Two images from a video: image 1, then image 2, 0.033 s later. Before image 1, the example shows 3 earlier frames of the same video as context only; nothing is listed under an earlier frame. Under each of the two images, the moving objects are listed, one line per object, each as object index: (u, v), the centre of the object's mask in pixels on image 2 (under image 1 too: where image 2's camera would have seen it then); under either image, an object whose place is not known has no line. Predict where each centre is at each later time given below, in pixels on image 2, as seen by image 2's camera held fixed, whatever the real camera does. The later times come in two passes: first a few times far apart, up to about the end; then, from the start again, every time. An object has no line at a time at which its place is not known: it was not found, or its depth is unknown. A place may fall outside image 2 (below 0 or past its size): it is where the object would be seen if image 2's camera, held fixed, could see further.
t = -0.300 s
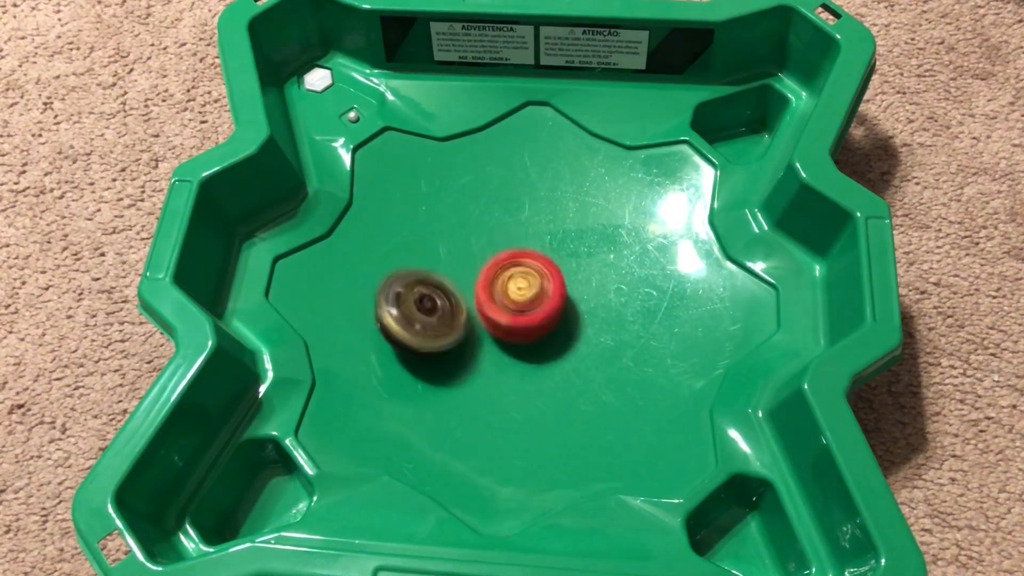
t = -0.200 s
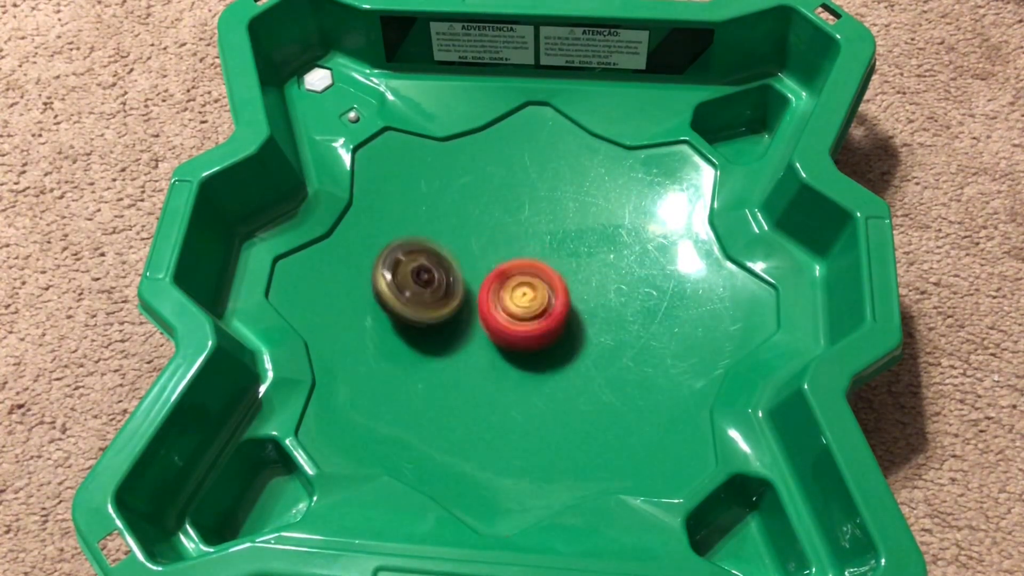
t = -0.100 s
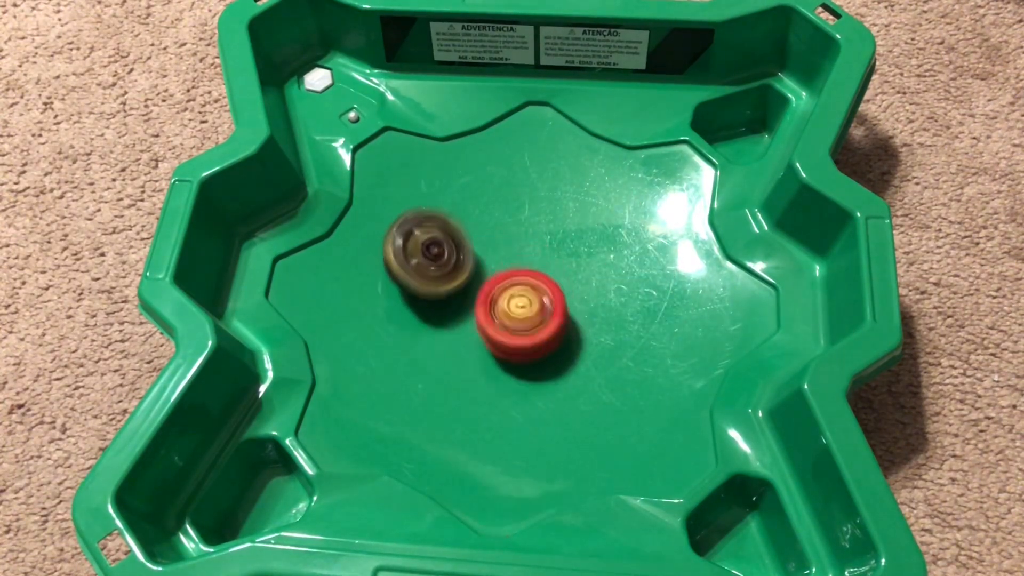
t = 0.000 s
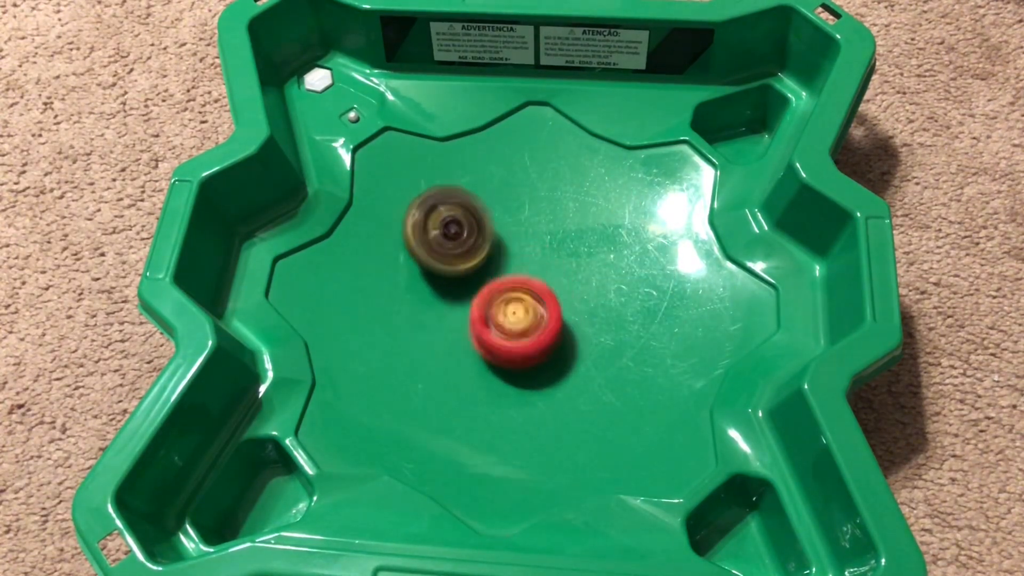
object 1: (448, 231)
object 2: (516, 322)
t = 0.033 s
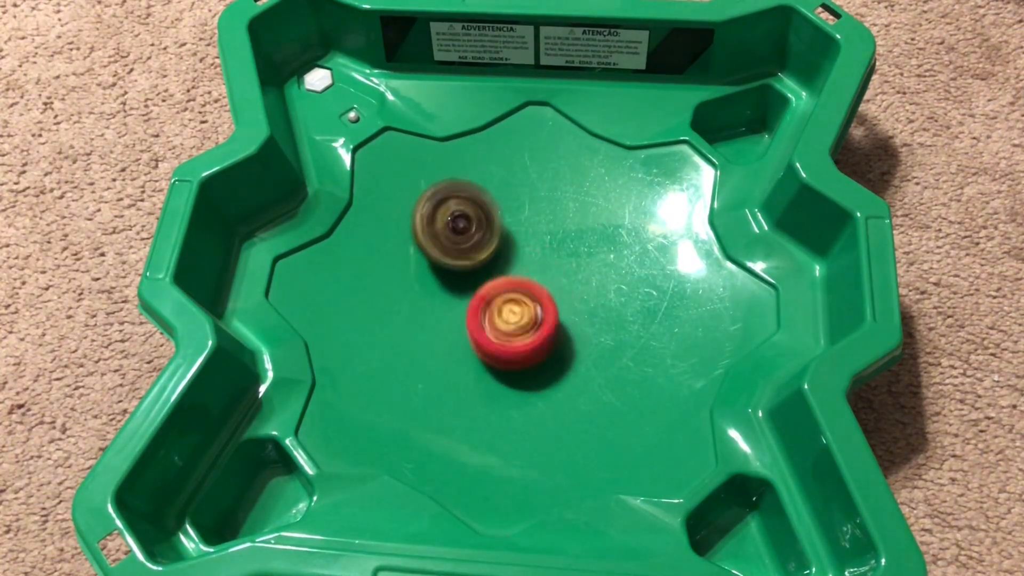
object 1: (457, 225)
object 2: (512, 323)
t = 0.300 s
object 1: (537, 216)
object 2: (504, 313)
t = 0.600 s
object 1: (617, 269)
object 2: (489, 310)
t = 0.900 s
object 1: (594, 359)
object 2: (483, 303)
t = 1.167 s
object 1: (503, 393)
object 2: (522, 307)
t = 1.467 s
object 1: (429, 343)
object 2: (539, 324)
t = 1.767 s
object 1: (458, 246)
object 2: (526, 313)
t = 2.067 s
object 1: (546, 206)
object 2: (525, 301)
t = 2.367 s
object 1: (600, 270)
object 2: (513, 314)
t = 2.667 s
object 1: (626, 332)
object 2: (474, 307)
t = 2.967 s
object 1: (534, 367)
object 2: (501, 288)
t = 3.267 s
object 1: (466, 355)
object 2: (539, 286)
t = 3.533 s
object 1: (452, 310)
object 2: (558, 303)
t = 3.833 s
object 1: (482, 268)
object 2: (588, 351)
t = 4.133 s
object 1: (527, 257)
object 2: (534, 380)
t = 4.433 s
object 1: (543, 271)
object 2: (458, 350)
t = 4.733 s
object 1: (588, 240)
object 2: (401, 354)
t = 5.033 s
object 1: (574, 256)
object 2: (449, 340)
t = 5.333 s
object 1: (580, 259)
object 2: (460, 301)
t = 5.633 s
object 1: (592, 271)
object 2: (464, 259)
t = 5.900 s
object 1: (588, 285)
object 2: (434, 266)
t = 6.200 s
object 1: (561, 285)
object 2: (448, 301)
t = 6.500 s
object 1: (564, 284)
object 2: (470, 329)
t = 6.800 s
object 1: (563, 277)
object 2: (477, 353)
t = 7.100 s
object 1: (564, 263)
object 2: (507, 341)
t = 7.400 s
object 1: (573, 268)
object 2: (498, 336)
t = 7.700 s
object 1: (566, 260)
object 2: (478, 326)
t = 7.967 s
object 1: (553, 260)
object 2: (456, 341)
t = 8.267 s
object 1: (527, 256)
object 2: (478, 340)
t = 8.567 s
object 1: (539, 252)
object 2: (504, 340)
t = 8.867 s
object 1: (555, 238)
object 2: (518, 344)
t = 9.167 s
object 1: (540, 253)
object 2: (527, 338)
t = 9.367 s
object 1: (510, 256)
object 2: (544, 353)
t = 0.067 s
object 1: (466, 220)
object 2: (510, 323)
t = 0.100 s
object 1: (476, 216)
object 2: (509, 323)
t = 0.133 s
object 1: (486, 213)
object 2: (508, 322)
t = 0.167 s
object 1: (496, 211)
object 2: (506, 321)
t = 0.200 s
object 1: (506, 211)
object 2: (505, 320)
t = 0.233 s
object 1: (517, 211)
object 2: (504, 318)
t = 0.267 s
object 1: (527, 213)
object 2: (504, 316)
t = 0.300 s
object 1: (537, 216)
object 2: (504, 313)
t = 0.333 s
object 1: (547, 219)
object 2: (505, 311)
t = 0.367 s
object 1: (557, 224)
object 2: (507, 308)
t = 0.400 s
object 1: (566, 229)
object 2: (510, 305)
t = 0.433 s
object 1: (575, 234)
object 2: (513, 303)
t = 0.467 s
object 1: (588, 238)
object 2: (509, 305)
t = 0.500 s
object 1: (599, 245)
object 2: (504, 308)
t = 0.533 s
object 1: (607, 252)
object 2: (498, 309)
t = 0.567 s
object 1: (613, 259)
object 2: (494, 310)
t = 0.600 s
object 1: (617, 269)
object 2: (489, 310)
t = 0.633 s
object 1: (619, 280)
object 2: (485, 310)
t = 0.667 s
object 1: (621, 290)
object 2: (481, 311)
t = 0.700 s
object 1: (621, 301)
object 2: (478, 311)
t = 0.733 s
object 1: (621, 311)
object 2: (476, 309)
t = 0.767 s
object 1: (618, 322)
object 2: (476, 307)
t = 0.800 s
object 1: (615, 331)
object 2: (478, 306)
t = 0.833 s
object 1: (609, 340)
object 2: (479, 305)
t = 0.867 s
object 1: (602, 350)
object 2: (481, 304)
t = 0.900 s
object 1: (594, 359)
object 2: (483, 303)
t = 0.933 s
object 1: (585, 366)
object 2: (487, 302)
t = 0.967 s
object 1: (574, 373)
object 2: (492, 302)
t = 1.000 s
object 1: (563, 379)
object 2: (498, 302)
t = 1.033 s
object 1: (552, 382)
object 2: (502, 303)
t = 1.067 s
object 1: (539, 387)
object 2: (506, 305)
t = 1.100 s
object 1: (526, 388)
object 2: (511, 306)
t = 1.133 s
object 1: (515, 390)
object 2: (517, 306)
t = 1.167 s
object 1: (503, 393)
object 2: (522, 307)
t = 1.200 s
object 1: (491, 395)
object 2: (527, 310)
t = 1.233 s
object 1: (481, 391)
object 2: (530, 312)
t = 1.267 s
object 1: (470, 389)
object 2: (532, 315)
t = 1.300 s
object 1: (460, 384)
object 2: (534, 316)
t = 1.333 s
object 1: (451, 378)
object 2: (536, 318)
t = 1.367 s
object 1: (444, 371)
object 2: (538, 320)
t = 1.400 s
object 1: (438, 362)
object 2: (539, 321)
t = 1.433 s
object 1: (433, 353)
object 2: (539, 323)
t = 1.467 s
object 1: (429, 343)
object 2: (539, 324)
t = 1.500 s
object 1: (428, 333)
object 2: (538, 324)
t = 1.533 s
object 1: (427, 321)
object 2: (539, 324)
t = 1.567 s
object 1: (427, 310)
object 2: (538, 324)
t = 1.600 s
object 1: (430, 299)
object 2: (536, 324)
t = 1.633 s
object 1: (433, 288)
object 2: (533, 322)
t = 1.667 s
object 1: (438, 277)
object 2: (531, 320)
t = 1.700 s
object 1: (444, 266)
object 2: (530, 318)
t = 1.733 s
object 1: (450, 255)
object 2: (529, 316)
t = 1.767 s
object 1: (458, 246)
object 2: (526, 313)
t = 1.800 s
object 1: (466, 237)
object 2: (524, 310)
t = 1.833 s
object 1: (476, 228)
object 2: (522, 306)
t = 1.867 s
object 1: (486, 221)
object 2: (522, 303)
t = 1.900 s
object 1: (496, 215)
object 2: (522, 300)
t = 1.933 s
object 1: (507, 211)
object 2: (521, 299)
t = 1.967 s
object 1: (516, 208)
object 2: (522, 297)
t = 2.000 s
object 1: (527, 206)
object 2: (523, 298)
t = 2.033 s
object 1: (536, 205)
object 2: (524, 299)
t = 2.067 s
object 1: (546, 206)
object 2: (525, 301)
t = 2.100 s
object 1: (554, 209)
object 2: (524, 304)
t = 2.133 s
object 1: (562, 214)
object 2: (523, 305)
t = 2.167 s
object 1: (570, 219)
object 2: (522, 307)
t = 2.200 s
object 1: (577, 225)
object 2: (522, 309)
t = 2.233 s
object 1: (583, 231)
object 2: (520, 311)
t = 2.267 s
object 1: (588, 240)
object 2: (518, 312)
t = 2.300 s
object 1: (594, 249)
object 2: (517, 313)
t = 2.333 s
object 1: (597, 259)
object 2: (515, 313)
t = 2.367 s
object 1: (600, 270)
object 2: (513, 314)
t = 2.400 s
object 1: (605, 279)
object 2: (508, 314)
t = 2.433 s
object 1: (623, 286)
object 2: (496, 319)
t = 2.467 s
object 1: (635, 291)
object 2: (487, 321)
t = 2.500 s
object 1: (639, 298)
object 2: (481, 321)
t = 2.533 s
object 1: (640, 303)
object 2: (477, 318)
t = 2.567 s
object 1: (638, 313)
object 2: (476, 316)
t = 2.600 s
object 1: (637, 318)
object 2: (475, 313)
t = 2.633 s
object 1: (632, 326)
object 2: (473, 311)
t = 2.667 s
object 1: (626, 332)
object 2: (474, 307)
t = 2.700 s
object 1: (618, 339)
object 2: (476, 304)
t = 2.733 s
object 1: (610, 343)
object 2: (478, 302)
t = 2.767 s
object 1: (599, 349)
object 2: (482, 299)
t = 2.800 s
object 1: (586, 354)
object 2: (488, 297)
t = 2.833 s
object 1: (572, 357)
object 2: (495, 296)
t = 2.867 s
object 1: (557, 360)
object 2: (499, 296)
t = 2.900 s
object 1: (552, 364)
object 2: (498, 292)
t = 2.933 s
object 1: (544, 366)
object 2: (500, 291)
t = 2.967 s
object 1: (534, 367)
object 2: (501, 288)
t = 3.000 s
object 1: (526, 366)
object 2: (504, 285)
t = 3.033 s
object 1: (518, 371)
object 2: (509, 282)
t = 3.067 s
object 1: (509, 374)
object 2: (512, 281)
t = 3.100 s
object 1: (501, 374)
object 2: (516, 280)
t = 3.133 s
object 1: (495, 370)
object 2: (522, 281)
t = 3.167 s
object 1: (488, 366)
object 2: (525, 282)
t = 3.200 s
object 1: (482, 360)
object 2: (530, 284)
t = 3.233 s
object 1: (476, 356)
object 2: (534, 288)
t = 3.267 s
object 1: (466, 355)
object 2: (539, 286)
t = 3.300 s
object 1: (457, 355)
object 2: (545, 286)
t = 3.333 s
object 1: (452, 350)
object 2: (548, 287)
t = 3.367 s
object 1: (448, 344)
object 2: (553, 288)
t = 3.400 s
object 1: (448, 337)
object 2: (557, 291)
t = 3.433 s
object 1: (447, 331)
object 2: (559, 293)
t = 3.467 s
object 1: (448, 323)
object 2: (560, 296)
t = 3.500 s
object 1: (450, 316)
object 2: (559, 300)
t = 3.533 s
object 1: (452, 310)
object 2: (558, 303)
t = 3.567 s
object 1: (457, 303)
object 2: (556, 306)
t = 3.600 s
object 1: (458, 296)
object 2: (555, 308)
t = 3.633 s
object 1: (452, 289)
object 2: (568, 312)
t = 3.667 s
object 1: (451, 283)
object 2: (576, 319)
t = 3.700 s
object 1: (455, 277)
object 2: (585, 325)
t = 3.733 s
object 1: (460, 275)
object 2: (591, 334)
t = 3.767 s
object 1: (468, 272)
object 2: (592, 340)
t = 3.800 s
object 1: (475, 269)
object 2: (593, 346)
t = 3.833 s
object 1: (482, 268)
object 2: (588, 351)
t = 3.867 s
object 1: (490, 268)
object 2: (584, 354)
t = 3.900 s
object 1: (497, 268)
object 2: (578, 357)
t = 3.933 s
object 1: (505, 270)
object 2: (571, 356)
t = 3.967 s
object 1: (512, 273)
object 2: (564, 354)
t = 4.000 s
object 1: (517, 269)
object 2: (558, 356)
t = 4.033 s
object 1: (518, 257)
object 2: (557, 364)
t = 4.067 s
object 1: (520, 255)
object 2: (550, 372)
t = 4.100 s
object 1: (524, 255)
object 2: (542, 377)
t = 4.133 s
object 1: (527, 257)
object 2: (534, 380)
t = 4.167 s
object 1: (530, 263)
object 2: (527, 379)
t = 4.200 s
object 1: (531, 266)
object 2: (519, 377)
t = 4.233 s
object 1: (532, 269)
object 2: (512, 372)
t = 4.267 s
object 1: (534, 275)
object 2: (506, 367)
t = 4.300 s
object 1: (537, 273)
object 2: (498, 363)
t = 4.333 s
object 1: (540, 268)
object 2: (486, 366)
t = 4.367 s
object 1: (545, 266)
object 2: (475, 363)
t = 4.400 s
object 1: (546, 267)
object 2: (466, 359)
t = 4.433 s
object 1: (543, 271)
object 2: (458, 350)
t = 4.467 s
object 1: (540, 273)
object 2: (455, 341)
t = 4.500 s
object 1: (539, 273)
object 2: (456, 330)
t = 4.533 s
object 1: (550, 269)
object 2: (451, 328)
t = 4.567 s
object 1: (565, 256)
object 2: (437, 334)
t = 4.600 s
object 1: (575, 249)
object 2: (426, 340)
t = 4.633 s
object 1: (585, 244)
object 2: (421, 344)
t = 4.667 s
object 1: (588, 241)
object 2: (413, 346)
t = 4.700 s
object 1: (588, 242)
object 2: (407, 351)
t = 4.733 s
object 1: (588, 240)
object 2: (401, 354)
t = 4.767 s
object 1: (587, 240)
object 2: (397, 355)
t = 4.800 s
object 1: (589, 241)
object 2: (398, 355)
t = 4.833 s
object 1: (589, 241)
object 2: (399, 355)
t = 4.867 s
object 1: (587, 244)
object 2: (404, 354)
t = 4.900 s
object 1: (585, 246)
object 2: (408, 351)
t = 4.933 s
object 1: (583, 248)
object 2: (417, 349)
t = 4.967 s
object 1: (580, 250)
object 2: (430, 345)
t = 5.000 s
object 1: (578, 252)
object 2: (439, 342)
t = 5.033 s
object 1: (574, 256)
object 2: (449, 340)
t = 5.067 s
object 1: (568, 258)
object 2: (461, 334)
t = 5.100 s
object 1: (563, 261)
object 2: (470, 330)
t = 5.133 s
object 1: (558, 262)
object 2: (481, 324)
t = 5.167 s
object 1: (563, 260)
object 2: (480, 322)
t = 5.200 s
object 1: (563, 261)
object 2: (483, 319)
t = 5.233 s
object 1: (566, 261)
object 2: (482, 314)
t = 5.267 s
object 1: (575, 258)
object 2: (475, 313)
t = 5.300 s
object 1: (580, 257)
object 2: (468, 306)
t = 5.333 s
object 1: (580, 259)
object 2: (460, 301)
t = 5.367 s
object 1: (579, 258)
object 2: (456, 291)
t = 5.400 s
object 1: (578, 259)
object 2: (453, 284)
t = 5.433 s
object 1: (578, 259)
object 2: (455, 277)
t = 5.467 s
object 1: (577, 260)
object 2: (456, 271)
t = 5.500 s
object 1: (577, 261)
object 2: (461, 266)
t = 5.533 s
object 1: (575, 262)
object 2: (466, 262)
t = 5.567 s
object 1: (574, 264)
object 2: (473, 261)
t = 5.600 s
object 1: (575, 266)
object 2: (476, 259)
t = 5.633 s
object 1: (592, 271)
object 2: (464, 259)
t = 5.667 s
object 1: (603, 275)
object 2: (458, 259)
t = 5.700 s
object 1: (607, 280)
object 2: (449, 259)
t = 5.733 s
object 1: (605, 283)
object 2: (441, 259)
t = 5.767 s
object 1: (602, 282)
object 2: (438, 259)
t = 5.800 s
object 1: (599, 283)
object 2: (434, 259)
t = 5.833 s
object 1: (596, 283)
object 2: (433, 262)
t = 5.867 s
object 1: (593, 285)
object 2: (434, 263)
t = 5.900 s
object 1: (588, 285)
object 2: (434, 266)
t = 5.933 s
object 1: (582, 286)
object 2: (438, 269)
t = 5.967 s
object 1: (576, 286)
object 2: (440, 271)
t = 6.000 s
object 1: (569, 286)
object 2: (445, 277)
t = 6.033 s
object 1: (562, 284)
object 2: (453, 282)
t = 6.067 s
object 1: (553, 283)
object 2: (457, 286)
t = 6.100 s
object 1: (559, 285)
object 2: (451, 290)
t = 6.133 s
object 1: (562, 285)
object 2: (450, 292)
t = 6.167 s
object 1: (563, 286)
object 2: (448, 296)
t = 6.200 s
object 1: (561, 285)
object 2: (448, 301)
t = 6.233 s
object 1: (558, 283)
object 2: (449, 304)
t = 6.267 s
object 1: (557, 281)
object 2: (450, 308)
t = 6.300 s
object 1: (559, 280)
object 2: (455, 312)
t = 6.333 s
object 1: (560, 280)
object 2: (457, 314)
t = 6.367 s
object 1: (560, 281)
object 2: (461, 318)
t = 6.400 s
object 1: (559, 281)
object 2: (468, 320)
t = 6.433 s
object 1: (562, 279)
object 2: (466, 324)
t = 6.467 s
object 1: (565, 281)
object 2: (468, 328)
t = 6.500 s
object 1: (564, 284)
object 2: (470, 329)
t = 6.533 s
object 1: (562, 284)
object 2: (473, 332)
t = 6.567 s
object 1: (558, 282)
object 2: (477, 336)
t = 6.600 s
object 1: (565, 278)
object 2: (475, 340)
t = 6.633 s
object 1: (573, 279)
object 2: (473, 344)
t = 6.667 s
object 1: (576, 281)
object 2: (474, 348)
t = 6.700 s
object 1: (571, 283)
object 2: (473, 349)
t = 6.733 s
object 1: (566, 284)
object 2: (473, 352)
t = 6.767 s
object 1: (563, 282)
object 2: (476, 353)
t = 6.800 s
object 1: (563, 277)
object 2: (477, 353)
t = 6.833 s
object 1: (563, 275)
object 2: (480, 353)
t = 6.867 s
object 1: (564, 276)
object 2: (486, 350)
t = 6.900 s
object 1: (565, 277)
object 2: (488, 348)
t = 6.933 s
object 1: (562, 276)
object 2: (492, 347)
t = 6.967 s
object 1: (561, 275)
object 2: (498, 343)
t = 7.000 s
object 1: (565, 273)
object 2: (500, 344)
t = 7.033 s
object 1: (563, 266)
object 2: (502, 343)
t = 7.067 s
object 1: (561, 262)
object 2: (506, 341)
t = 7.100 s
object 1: (564, 263)
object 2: (507, 341)
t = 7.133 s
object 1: (565, 263)
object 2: (510, 340)
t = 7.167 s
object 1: (568, 263)
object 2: (510, 339)
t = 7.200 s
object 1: (570, 262)
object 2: (508, 341)
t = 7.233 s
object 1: (571, 264)
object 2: (506, 342)
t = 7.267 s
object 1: (571, 263)
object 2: (506, 341)
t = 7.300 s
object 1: (569, 265)
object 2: (503, 340)
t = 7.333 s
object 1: (571, 266)
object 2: (502, 340)
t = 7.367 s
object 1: (571, 267)
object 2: (502, 335)
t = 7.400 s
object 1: (573, 268)
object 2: (498, 336)
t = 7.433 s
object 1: (577, 267)
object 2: (497, 336)
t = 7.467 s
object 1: (574, 270)
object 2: (494, 333)
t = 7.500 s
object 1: (574, 270)
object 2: (491, 333)
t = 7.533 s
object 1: (568, 269)
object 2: (491, 330)
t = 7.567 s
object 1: (565, 268)
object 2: (489, 327)
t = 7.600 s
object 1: (564, 267)
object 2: (488, 323)
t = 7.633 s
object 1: (559, 267)
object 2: (489, 321)
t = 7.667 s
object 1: (565, 264)
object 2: (483, 323)
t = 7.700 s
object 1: (566, 260)
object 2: (478, 326)
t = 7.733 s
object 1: (568, 259)
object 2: (475, 329)
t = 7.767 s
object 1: (566, 256)
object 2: (470, 330)
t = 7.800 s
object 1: (564, 255)
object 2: (464, 334)
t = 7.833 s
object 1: (563, 256)
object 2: (460, 338)
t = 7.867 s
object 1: (557, 257)
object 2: (458, 339)
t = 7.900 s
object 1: (555, 257)
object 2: (456, 340)
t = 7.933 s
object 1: (553, 258)
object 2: (455, 342)
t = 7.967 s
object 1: (553, 260)
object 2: (456, 341)
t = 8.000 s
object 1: (547, 260)
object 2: (456, 340)
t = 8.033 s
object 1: (545, 265)
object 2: (459, 340)
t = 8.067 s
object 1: (538, 268)
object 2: (464, 337)
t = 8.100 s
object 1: (534, 269)
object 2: (466, 335)
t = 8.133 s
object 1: (530, 267)
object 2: (469, 335)
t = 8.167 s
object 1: (530, 264)
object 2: (472, 339)
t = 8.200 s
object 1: (531, 260)
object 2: (474, 337)
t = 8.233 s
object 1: (527, 259)
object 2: (474, 338)
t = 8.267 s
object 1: (527, 256)
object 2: (478, 340)
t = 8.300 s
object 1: (526, 256)
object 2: (483, 337)
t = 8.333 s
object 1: (527, 258)
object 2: (484, 340)
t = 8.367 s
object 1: (527, 257)
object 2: (487, 344)
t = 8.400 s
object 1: (529, 257)
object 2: (494, 344)
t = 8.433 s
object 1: (528, 257)
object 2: (495, 342)
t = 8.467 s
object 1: (530, 255)
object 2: (494, 344)
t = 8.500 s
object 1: (533, 253)
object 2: (494, 346)
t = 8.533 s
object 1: (537, 250)
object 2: (499, 344)
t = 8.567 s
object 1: (539, 252)
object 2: (504, 340)
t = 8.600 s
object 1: (540, 250)
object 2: (507, 336)
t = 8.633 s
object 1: (546, 251)
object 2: (513, 331)
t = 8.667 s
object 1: (553, 246)
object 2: (514, 334)
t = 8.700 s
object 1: (557, 238)
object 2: (515, 337)
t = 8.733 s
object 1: (559, 236)
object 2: (514, 339)
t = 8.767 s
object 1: (559, 234)
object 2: (515, 341)
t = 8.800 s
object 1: (559, 236)
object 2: (516, 342)
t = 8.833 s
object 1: (558, 238)
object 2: (516, 343)
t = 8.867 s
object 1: (555, 238)
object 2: (518, 344)
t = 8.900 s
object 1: (552, 240)
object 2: (519, 340)
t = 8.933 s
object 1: (549, 242)
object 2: (519, 340)
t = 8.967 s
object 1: (549, 243)
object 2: (521, 338)
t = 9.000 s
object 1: (550, 247)
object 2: (524, 336)
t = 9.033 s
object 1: (551, 248)
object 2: (525, 335)
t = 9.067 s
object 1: (550, 248)
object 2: (527, 338)
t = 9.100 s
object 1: (548, 249)
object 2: (527, 338)
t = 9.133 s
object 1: (544, 252)
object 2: (527, 339)
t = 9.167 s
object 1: (540, 253)
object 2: (527, 338)
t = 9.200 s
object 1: (536, 255)
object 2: (528, 340)
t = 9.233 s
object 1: (529, 250)
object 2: (532, 347)
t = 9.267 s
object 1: (525, 253)
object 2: (539, 352)
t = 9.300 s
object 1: (520, 253)
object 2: (544, 352)
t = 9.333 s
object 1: (515, 255)
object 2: (545, 352)
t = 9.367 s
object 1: (510, 256)
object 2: (544, 353)
